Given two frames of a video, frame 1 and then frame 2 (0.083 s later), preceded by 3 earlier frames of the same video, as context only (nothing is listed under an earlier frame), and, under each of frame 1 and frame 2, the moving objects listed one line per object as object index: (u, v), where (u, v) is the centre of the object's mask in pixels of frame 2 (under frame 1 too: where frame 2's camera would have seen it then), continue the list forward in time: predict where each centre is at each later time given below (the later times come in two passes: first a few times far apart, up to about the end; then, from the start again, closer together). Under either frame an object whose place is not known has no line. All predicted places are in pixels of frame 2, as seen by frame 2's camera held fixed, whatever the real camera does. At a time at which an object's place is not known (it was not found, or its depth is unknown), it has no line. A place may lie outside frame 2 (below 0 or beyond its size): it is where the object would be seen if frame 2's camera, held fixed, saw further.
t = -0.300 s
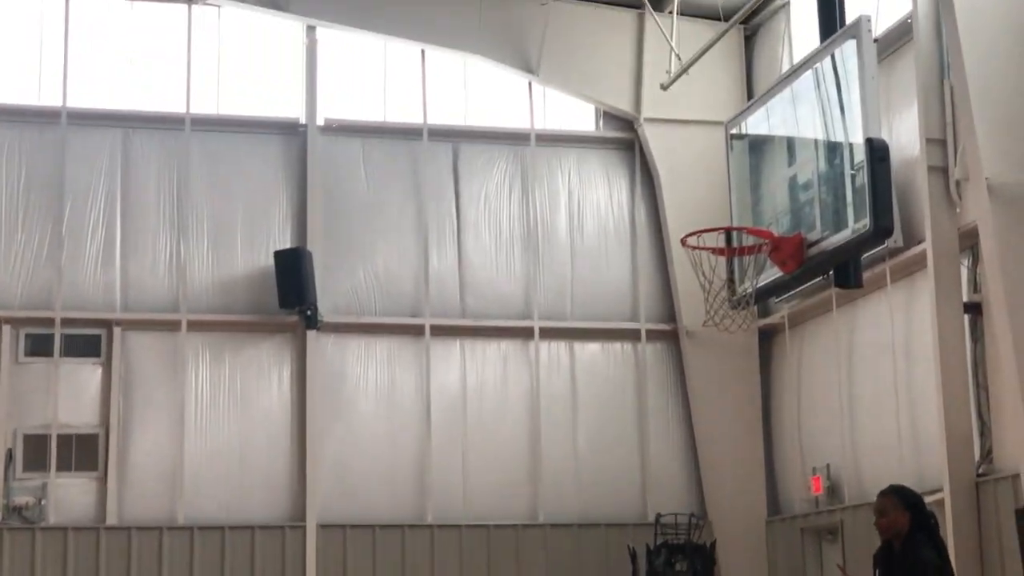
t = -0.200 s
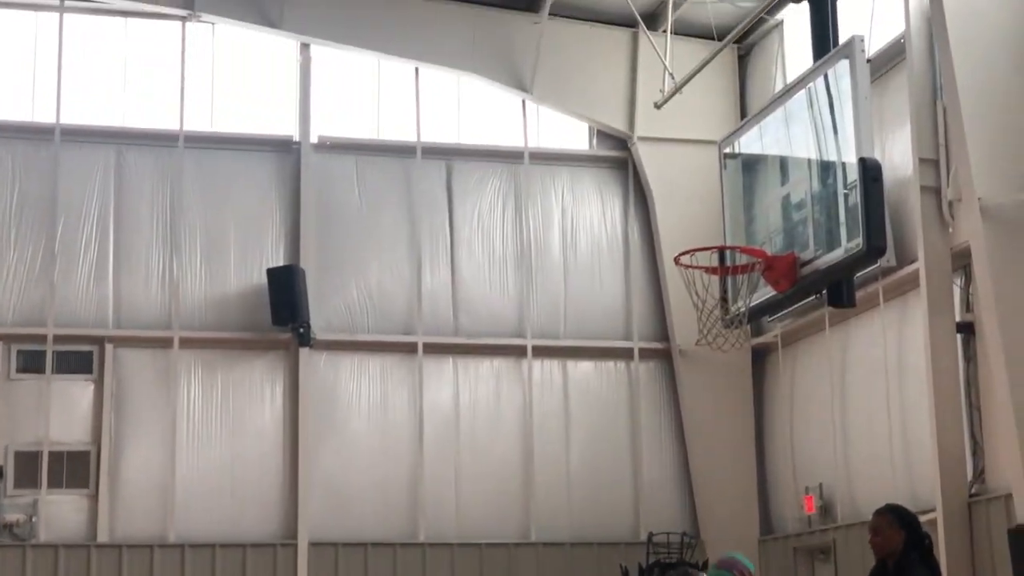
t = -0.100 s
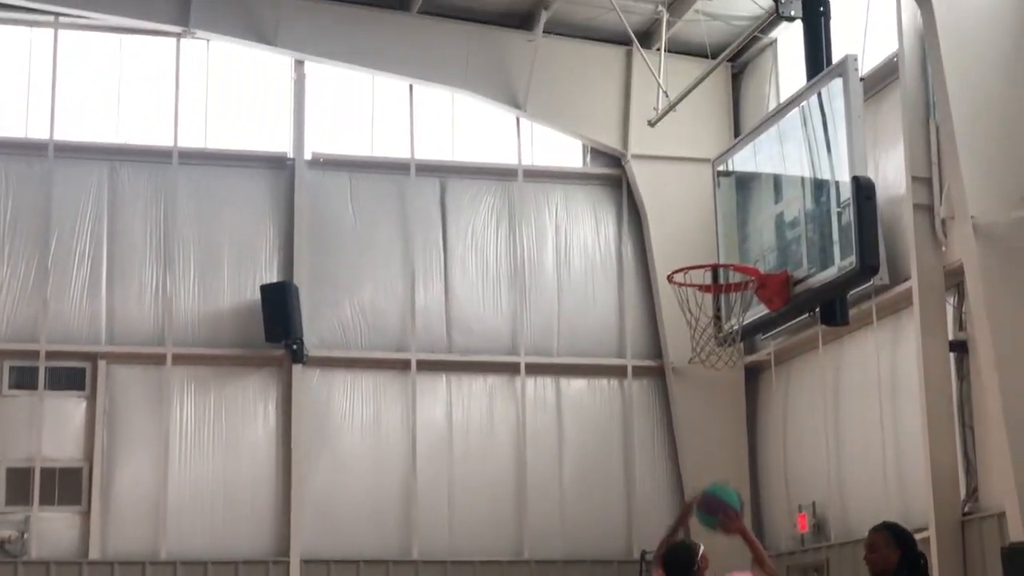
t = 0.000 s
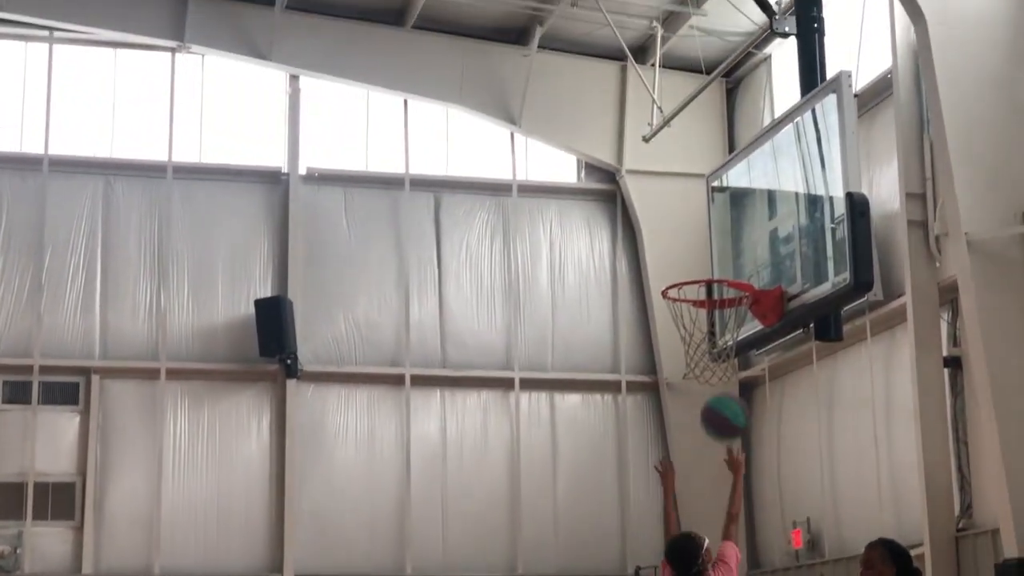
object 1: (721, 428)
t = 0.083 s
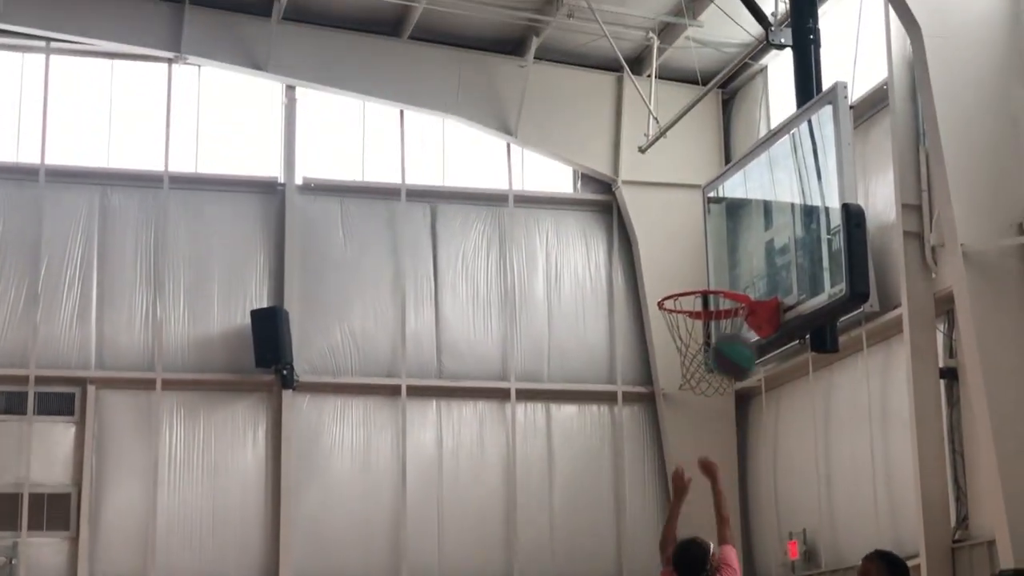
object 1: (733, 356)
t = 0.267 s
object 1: (758, 254)
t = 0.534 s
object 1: (742, 233)
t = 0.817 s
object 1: (693, 270)
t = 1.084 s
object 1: (698, 284)
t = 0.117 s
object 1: (738, 332)
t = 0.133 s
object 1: (740, 319)
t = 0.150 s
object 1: (742, 310)
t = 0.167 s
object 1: (744, 300)
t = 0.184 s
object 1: (747, 291)
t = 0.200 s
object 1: (749, 282)
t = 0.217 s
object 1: (751, 274)
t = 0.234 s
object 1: (754, 267)
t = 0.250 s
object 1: (756, 260)
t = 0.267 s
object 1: (758, 254)
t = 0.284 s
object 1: (760, 248)
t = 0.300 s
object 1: (763, 243)
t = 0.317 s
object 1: (765, 239)
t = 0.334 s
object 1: (767, 235)
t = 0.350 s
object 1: (769, 231)
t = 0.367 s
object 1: (771, 228)
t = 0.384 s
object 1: (774, 226)
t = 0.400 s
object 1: (773, 225)
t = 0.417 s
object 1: (769, 224)
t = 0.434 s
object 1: (765, 223)
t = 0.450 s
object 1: (761, 223)
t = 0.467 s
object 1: (757, 225)
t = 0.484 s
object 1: (753, 226)
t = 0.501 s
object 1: (749, 228)
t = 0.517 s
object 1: (746, 230)
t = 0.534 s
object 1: (742, 233)
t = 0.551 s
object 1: (738, 236)
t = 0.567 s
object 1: (734, 240)
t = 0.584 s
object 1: (730, 244)
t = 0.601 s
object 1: (727, 249)
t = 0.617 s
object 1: (723, 255)
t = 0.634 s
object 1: (719, 260)
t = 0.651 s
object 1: (716, 267)
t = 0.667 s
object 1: (712, 273)
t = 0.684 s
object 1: (710, 273)
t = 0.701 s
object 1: (707, 272)
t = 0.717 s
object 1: (705, 270)
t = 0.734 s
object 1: (703, 269)
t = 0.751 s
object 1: (701, 268)
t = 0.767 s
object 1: (699, 268)
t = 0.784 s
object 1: (697, 268)
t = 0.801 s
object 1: (695, 268)
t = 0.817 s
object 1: (693, 270)
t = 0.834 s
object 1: (691, 271)
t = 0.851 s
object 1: (689, 273)
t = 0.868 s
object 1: (686, 275)
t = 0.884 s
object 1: (684, 279)
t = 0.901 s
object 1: (683, 282)
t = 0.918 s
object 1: (681, 286)
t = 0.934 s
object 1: (680, 291)
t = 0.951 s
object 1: (680, 291)
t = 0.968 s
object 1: (682, 289)
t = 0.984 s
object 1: (684, 286)
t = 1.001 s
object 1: (686, 284)
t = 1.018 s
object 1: (688, 283)
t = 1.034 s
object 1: (690, 282)
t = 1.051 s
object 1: (693, 282)
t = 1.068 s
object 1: (695, 283)
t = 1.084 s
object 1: (698, 284)
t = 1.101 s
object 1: (700, 285)
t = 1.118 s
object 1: (703, 287)
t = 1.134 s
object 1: (705, 289)
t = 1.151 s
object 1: (707, 293)
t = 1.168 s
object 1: (708, 295)
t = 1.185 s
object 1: (712, 299)
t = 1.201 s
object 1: (714, 304)
